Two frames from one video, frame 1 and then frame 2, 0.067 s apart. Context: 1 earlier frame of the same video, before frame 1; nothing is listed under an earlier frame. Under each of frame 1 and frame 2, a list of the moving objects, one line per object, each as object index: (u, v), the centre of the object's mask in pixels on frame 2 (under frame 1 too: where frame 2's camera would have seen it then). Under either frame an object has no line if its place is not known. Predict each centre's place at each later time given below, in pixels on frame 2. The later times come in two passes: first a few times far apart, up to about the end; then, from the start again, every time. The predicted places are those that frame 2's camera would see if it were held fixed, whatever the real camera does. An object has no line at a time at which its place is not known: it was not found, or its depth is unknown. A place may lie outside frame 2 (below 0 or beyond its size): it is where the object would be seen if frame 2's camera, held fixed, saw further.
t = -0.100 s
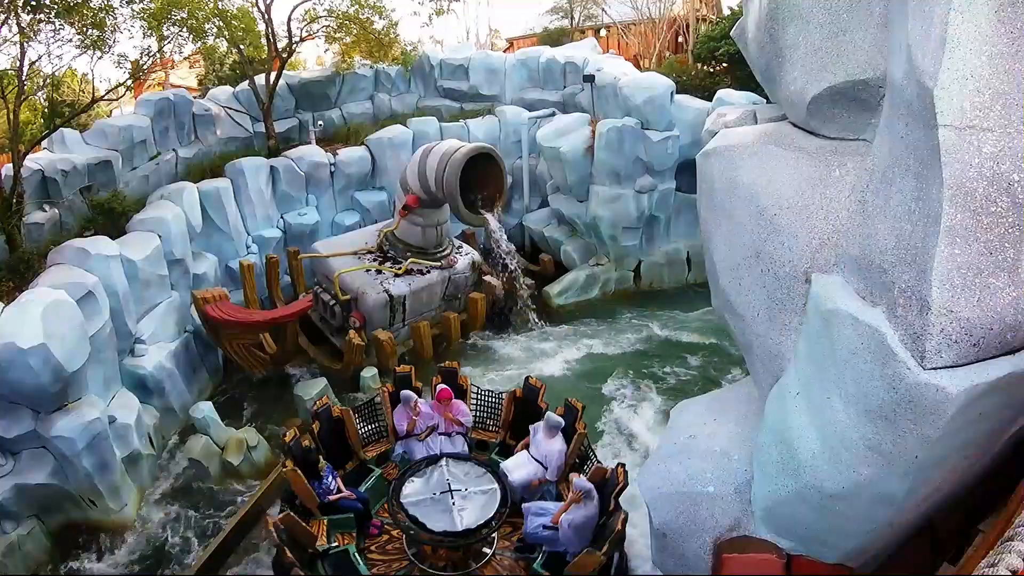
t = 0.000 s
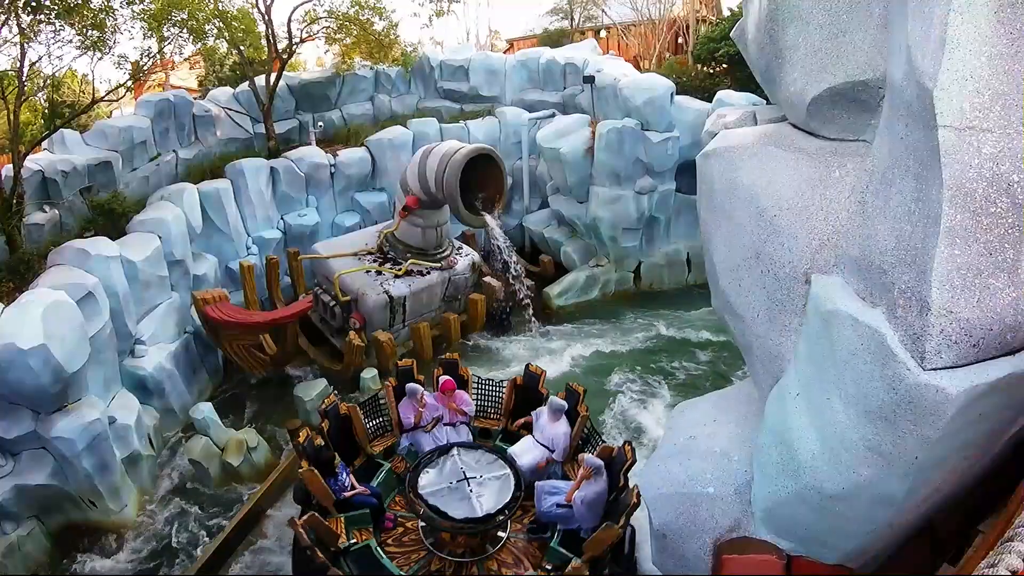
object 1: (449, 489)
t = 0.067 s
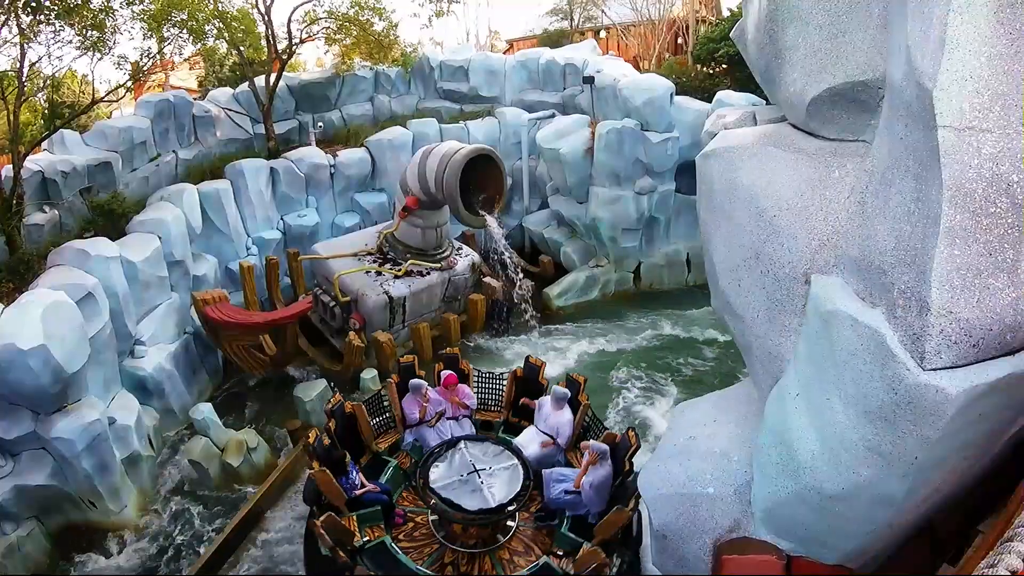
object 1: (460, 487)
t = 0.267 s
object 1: (487, 478)
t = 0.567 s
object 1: (520, 458)
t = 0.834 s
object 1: (552, 437)
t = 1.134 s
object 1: (580, 409)
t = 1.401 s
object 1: (601, 392)
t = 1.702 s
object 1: (623, 376)
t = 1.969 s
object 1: (641, 362)
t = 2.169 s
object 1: (653, 355)
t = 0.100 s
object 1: (465, 486)
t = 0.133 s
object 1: (469, 484)
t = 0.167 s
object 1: (473, 482)
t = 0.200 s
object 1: (477, 481)
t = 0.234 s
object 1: (482, 480)
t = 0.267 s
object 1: (487, 478)
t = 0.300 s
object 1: (492, 477)
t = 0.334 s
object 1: (496, 475)
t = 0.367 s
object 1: (500, 473)
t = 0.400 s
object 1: (501, 466)
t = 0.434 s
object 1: (505, 464)
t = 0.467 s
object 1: (509, 462)
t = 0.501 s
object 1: (516, 466)
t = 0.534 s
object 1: (517, 459)
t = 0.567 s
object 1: (520, 458)
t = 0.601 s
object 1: (524, 456)
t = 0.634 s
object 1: (532, 451)
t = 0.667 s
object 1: (535, 449)
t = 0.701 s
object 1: (539, 447)
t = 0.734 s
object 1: (542, 444)
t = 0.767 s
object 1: (546, 442)
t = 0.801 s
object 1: (549, 439)
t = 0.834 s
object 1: (552, 437)
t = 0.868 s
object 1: (555, 434)
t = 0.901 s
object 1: (556, 434)
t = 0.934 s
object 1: (562, 425)
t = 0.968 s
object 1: (563, 425)
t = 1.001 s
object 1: (566, 422)
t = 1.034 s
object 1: (569, 419)
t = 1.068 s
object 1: (572, 416)
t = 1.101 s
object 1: (576, 414)
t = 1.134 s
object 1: (580, 409)
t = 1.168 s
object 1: (582, 408)
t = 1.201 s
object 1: (586, 404)
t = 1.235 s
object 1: (590, 403)
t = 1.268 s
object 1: (592, 399)
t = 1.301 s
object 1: (595, 397)
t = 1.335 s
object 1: (596, 397)
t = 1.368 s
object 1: (598, 394)
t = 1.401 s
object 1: (601, 392)
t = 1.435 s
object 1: (605, 388)
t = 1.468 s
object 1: (607, 386)
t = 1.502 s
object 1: (608, 386)
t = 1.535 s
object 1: (611, 383)
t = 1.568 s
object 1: (613, 381)
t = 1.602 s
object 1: (615, 379)
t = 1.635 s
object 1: (618, 375)
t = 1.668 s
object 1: (620, 375)
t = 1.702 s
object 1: (623, 376)
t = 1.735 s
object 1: (626, 374)
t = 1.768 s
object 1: (628, 376)
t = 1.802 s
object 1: (631, 374)
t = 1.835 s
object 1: (632, 368)
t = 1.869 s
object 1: (635, 370)
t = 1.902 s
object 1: (637, 368)
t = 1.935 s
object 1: (639, 367)
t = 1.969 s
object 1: (641, 362)
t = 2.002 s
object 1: (643, 364)
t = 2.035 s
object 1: (644, 363)
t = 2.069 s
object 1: (646, 363)
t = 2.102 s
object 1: (649, 358)
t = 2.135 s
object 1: (651, 357)
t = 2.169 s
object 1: (653, 355)
